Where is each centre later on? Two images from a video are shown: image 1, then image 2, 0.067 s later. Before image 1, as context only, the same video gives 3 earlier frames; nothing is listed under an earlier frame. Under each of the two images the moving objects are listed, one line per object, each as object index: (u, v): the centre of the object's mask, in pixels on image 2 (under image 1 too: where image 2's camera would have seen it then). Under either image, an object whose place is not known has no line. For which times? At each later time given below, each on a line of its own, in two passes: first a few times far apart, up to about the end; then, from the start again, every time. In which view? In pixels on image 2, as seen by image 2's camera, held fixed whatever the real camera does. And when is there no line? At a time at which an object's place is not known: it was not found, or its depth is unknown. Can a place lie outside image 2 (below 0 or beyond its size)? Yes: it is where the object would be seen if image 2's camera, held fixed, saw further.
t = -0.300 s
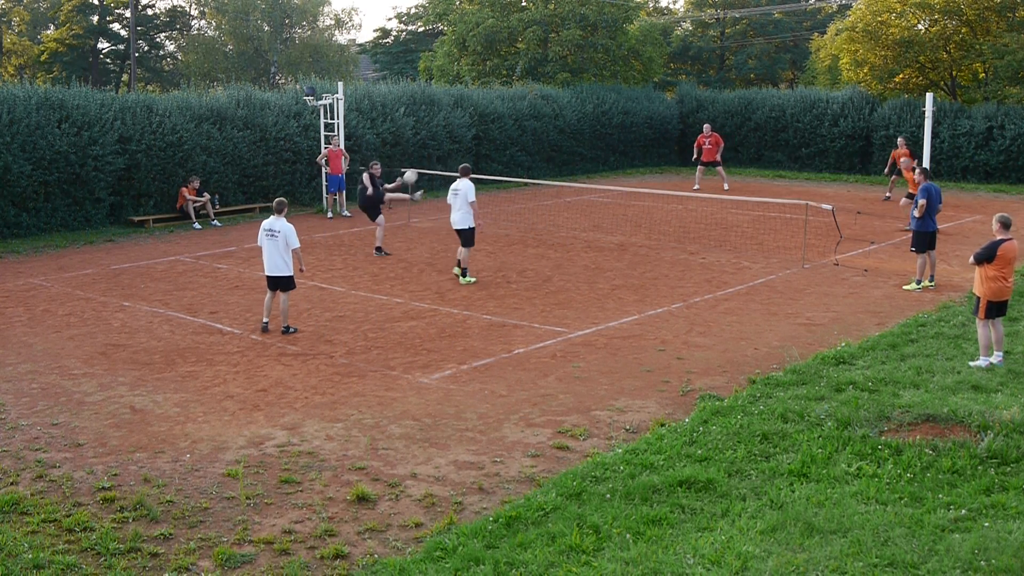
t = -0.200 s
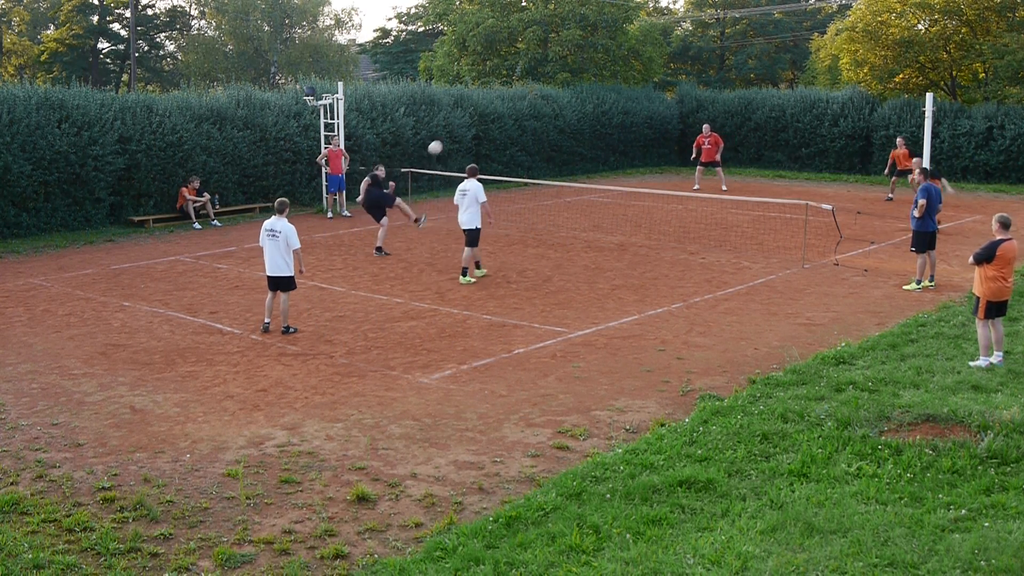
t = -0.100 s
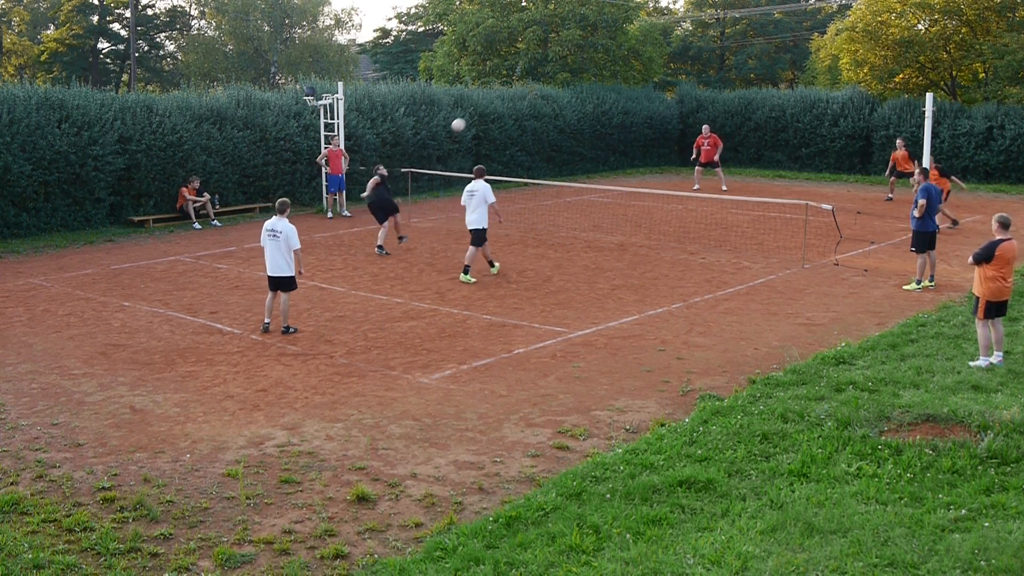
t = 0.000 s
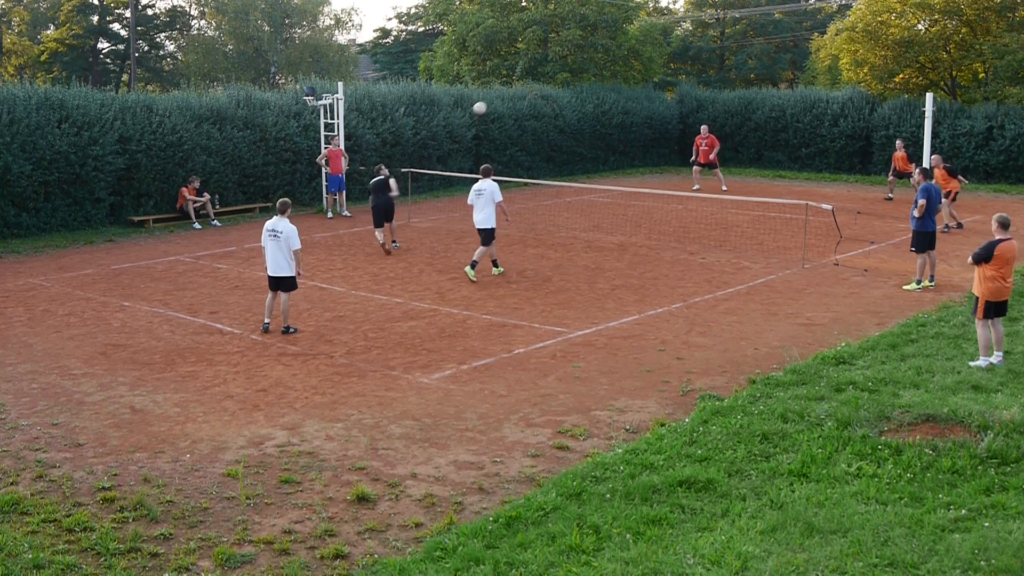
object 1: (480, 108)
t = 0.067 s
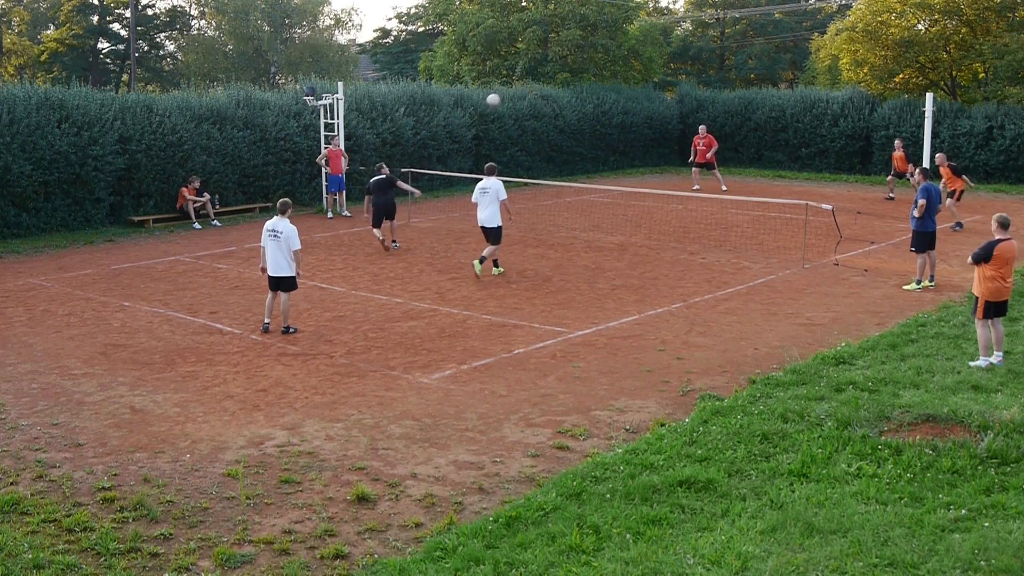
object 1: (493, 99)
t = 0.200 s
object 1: (518, 91)
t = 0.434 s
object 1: (557, 96)
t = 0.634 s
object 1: (586, 119)
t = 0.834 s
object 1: (612, 156)
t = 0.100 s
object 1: (500, 96)
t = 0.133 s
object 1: (506, 94)
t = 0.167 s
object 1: (512, 92)
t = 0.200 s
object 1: (518, 91)
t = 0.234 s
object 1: (524, 90)
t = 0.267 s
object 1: (530, 90)
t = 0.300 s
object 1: (535, 90)
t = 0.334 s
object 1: (541, 91)
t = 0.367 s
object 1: (546, 92)
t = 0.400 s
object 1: (552, 93)
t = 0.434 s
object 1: (557, 96)
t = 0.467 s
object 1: (562, 99)
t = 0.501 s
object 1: (567, 102)
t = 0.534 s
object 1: (572, 105)
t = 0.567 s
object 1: (577, 110)
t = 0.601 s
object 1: (582, 114)
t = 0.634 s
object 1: (586, 119)
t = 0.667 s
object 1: (591, 124)
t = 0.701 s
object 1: (595, 130)
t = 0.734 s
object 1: (599, 136)
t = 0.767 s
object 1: (603, 142)
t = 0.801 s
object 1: (607, 149)
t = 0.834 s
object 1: (612, 156)
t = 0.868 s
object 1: (615, 163)
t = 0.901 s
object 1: (619, 170)
